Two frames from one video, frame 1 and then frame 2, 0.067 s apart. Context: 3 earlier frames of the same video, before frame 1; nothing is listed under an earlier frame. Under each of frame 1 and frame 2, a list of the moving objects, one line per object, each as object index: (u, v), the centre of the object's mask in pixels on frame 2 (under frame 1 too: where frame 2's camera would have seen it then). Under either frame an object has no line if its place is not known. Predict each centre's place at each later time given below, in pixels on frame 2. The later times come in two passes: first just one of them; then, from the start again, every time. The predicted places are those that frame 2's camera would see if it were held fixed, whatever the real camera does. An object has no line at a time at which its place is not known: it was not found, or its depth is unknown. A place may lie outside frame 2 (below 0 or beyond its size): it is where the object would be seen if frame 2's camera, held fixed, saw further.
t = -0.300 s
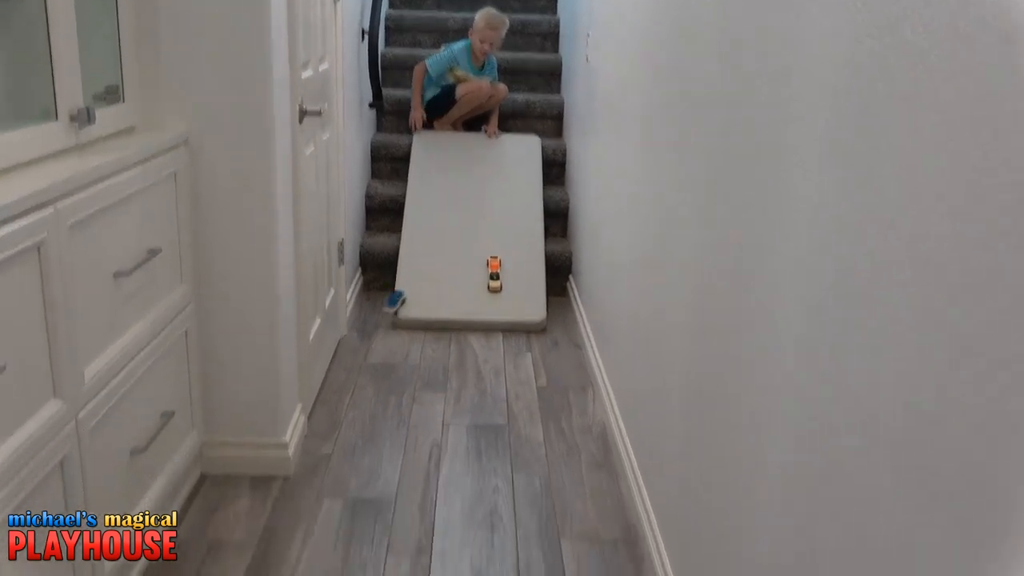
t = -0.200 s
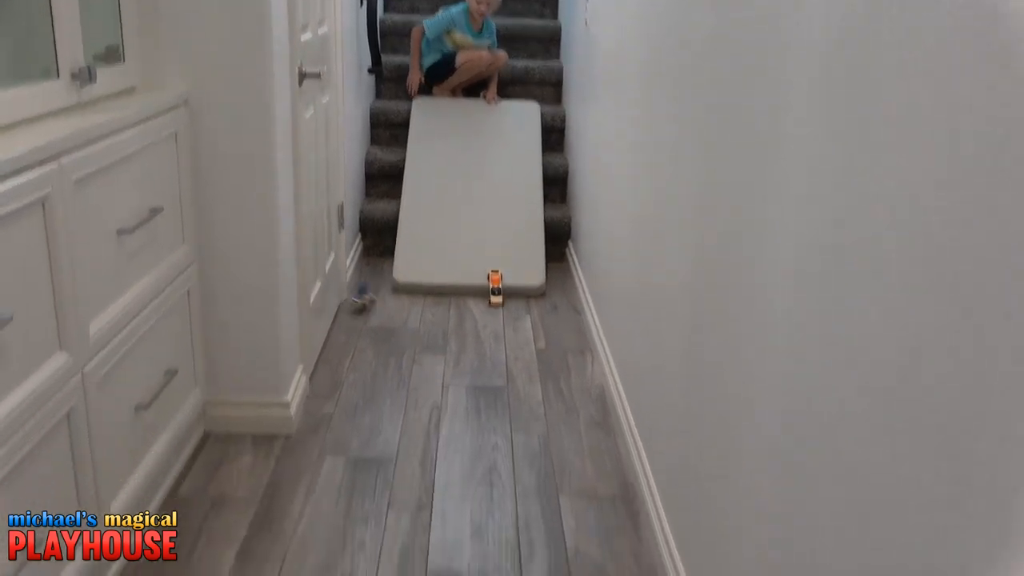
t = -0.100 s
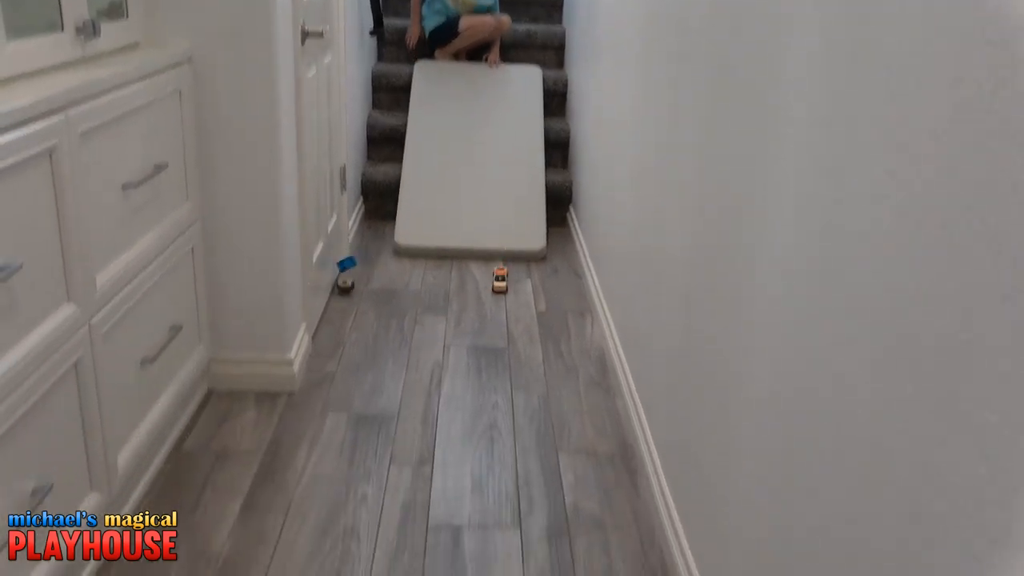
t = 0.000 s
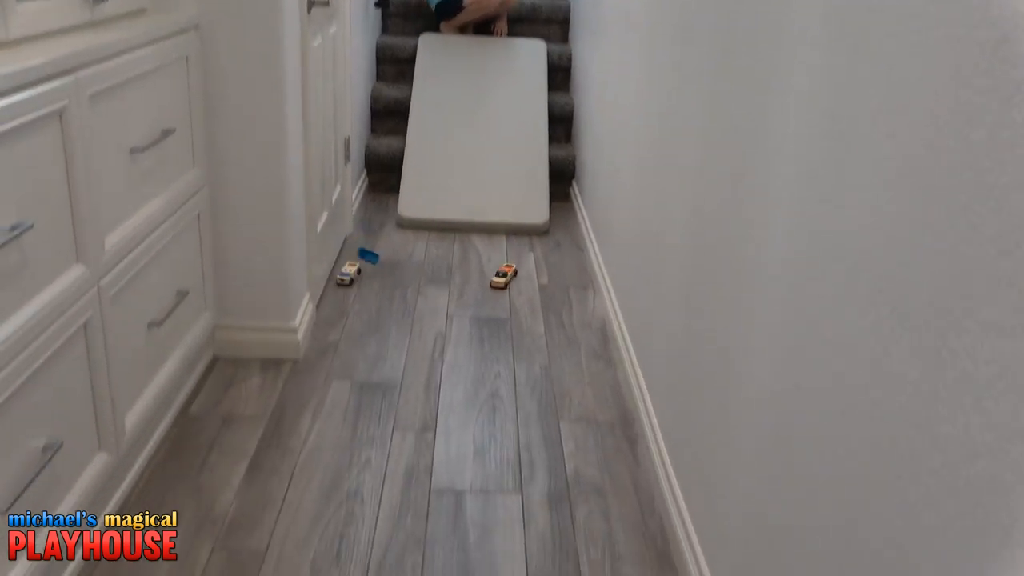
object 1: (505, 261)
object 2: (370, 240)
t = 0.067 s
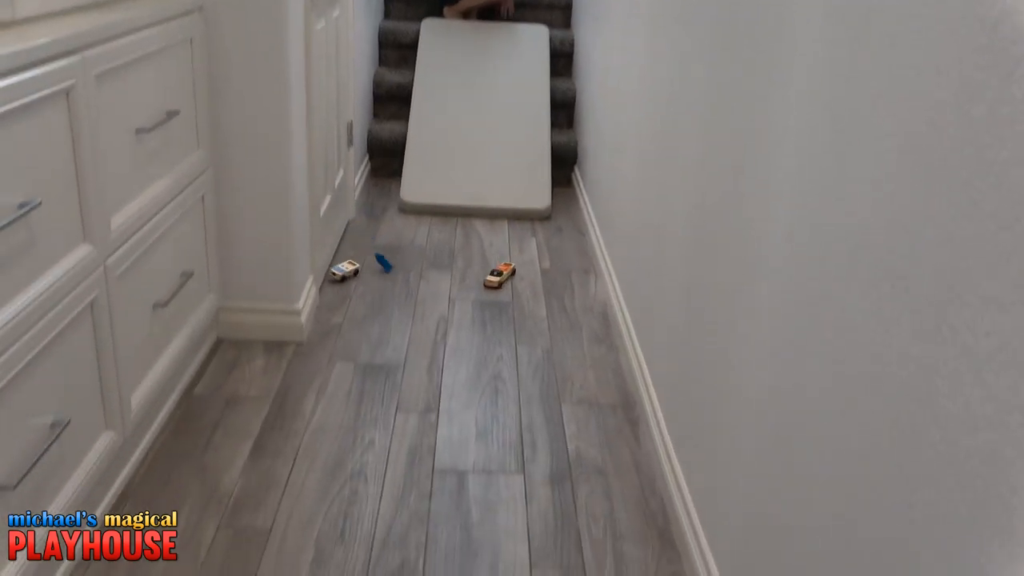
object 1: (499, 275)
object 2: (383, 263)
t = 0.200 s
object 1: (471, 303)
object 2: (408, 287)
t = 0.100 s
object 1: (494, 282)
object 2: (389, 271)
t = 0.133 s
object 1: (487, 289)
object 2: (396, 276)
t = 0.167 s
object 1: (479, 296)
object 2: (402, 282)
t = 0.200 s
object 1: (471, 303)
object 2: (408, 287)
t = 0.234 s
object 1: (462, 311)
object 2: (414, 292)
